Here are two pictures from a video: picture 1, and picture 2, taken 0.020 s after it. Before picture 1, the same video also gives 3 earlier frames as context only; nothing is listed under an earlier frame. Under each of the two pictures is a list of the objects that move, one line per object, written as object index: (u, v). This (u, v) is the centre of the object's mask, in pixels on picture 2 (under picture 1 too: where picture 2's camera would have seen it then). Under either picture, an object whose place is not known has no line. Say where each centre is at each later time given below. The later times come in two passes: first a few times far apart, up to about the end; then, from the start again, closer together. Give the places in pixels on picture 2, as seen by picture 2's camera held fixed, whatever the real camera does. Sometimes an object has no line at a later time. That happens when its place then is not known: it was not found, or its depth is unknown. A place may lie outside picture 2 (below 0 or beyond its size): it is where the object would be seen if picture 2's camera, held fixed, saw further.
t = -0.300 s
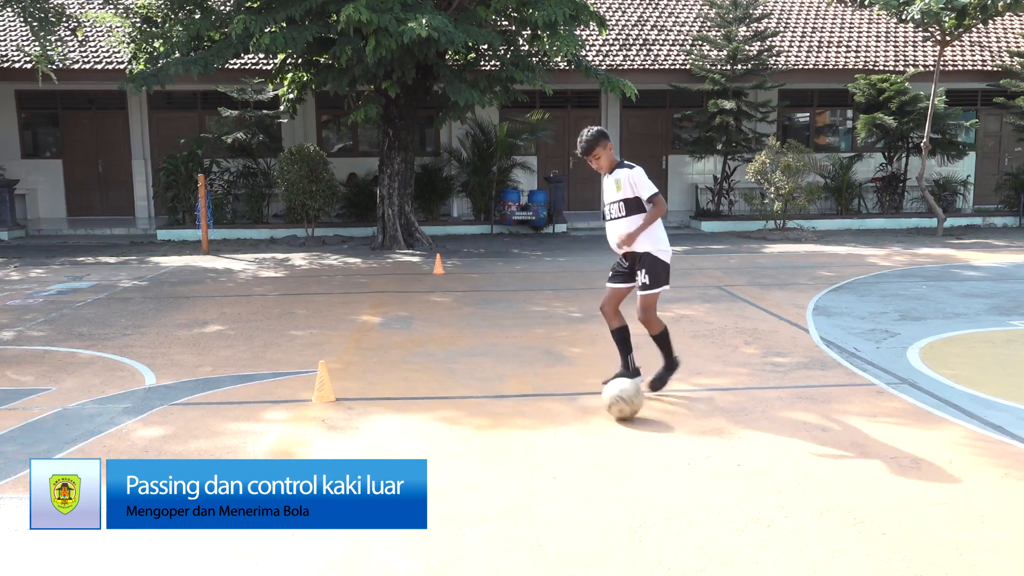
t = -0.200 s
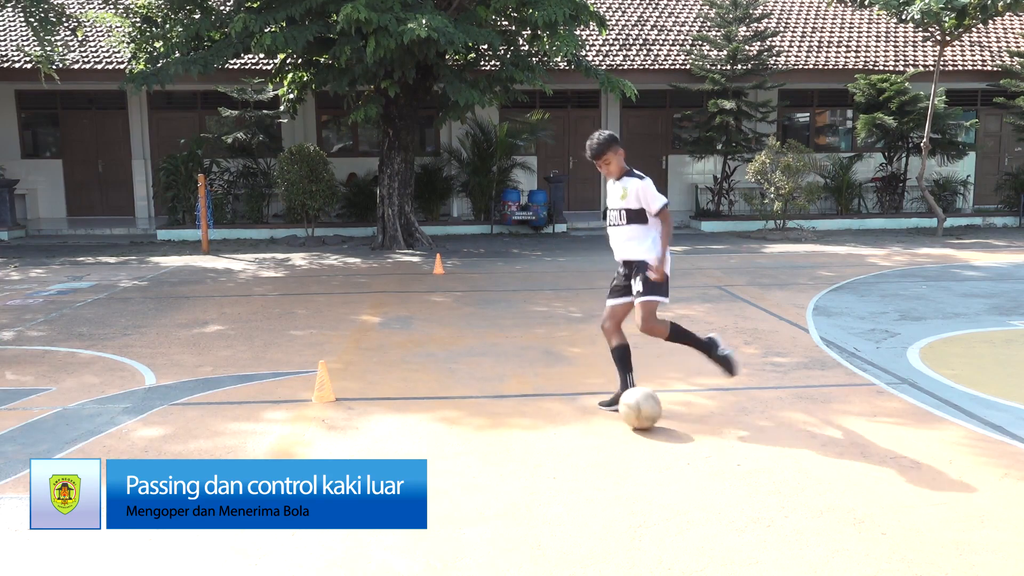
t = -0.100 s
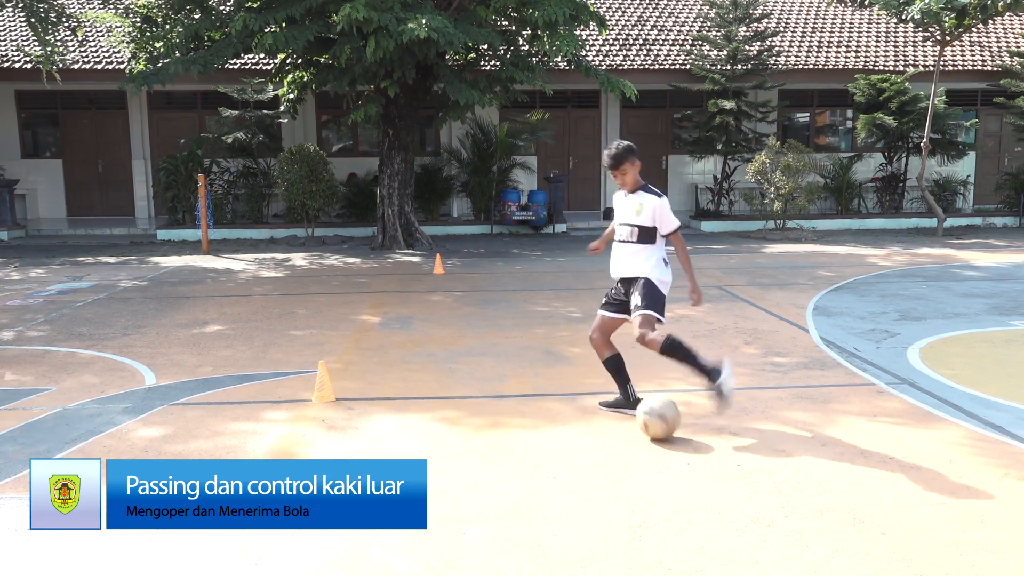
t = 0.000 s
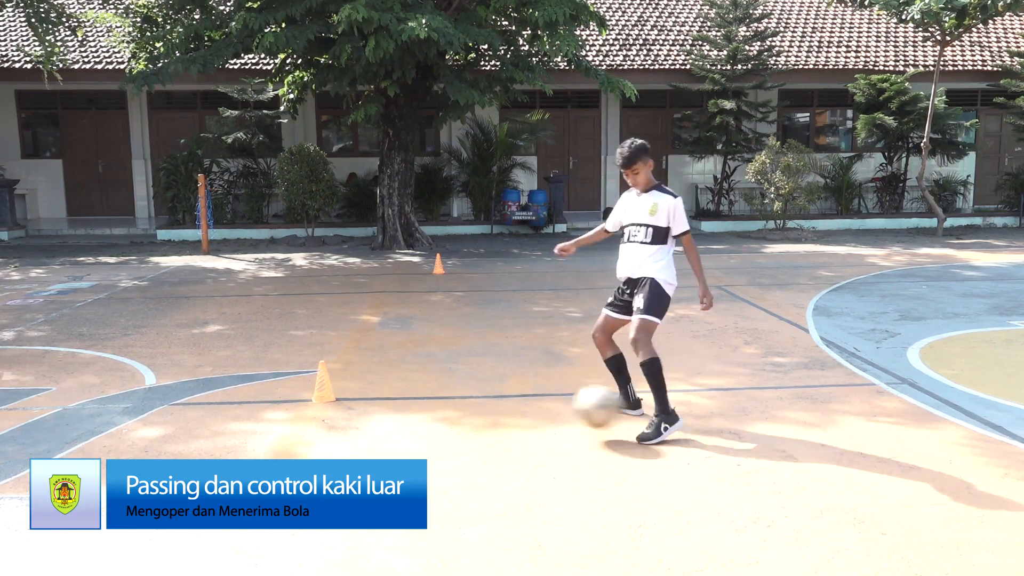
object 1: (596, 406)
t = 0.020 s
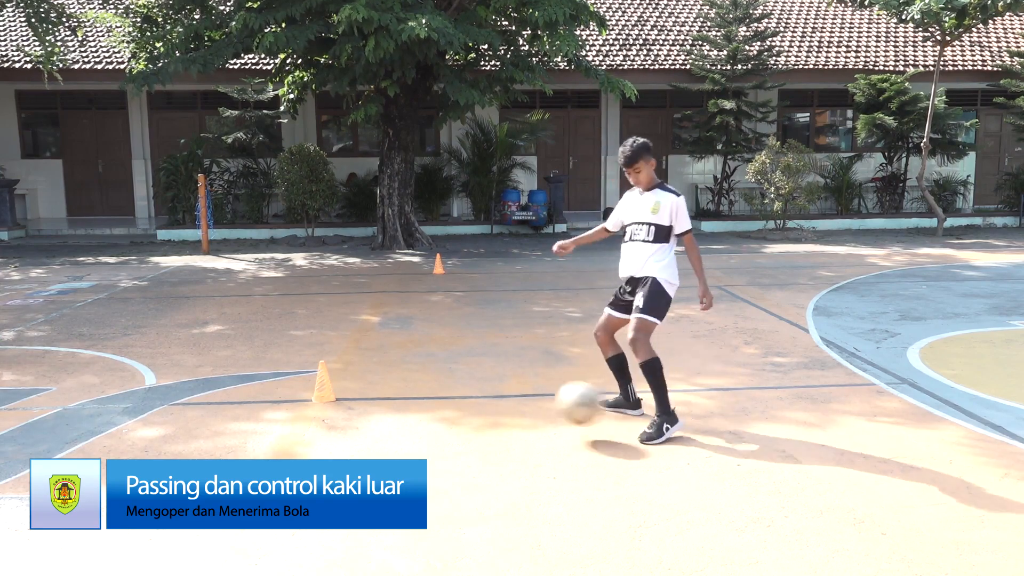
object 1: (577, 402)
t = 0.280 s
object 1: (360, 404)
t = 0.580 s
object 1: (188, 399)
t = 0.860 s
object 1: (33, 397)
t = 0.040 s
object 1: (559, 400)
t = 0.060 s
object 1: (542, 397)
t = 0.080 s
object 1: (524, 396)
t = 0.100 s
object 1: (506, 396)
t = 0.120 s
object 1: (489, 395)
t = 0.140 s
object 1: (470, 396)
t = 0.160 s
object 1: (453, 397)
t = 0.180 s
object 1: (435, 400)
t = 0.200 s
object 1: (418, 403)
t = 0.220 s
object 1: (402, 406)
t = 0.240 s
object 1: (385, 411)
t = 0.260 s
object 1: (372, 408)
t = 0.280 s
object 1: (360, 404)
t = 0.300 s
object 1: (350, 402)
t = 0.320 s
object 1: (338, 399)
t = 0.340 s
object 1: (327, 397)
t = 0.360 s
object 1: (314, 396)
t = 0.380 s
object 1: (302, 395)
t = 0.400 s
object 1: (293, 396)
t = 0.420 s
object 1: (280, 398)
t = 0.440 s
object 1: (269, 400)
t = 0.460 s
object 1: (257, 403)
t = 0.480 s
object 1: (246, 406)
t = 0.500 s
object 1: (235, 410)
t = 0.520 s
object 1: (222, 406)
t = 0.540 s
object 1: (211, 402)
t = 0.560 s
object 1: (200, 400)
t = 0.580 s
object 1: (188, 399)
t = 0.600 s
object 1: (176, 398)
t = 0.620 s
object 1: (166, 397)
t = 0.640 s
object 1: (155, 398)
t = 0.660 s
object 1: (144, 399)
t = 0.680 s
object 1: (132, 402)
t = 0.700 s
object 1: (122, 404)
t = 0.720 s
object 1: (110, 408)
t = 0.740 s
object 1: (100, 407)
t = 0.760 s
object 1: (88, 403)
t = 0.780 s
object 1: (78, 400)
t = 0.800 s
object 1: (66, 398)
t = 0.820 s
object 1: (56, 397)
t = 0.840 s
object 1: (45, 397)
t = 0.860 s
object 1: (33, 397)
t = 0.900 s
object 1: (16, 400)
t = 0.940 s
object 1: (7, 405)
